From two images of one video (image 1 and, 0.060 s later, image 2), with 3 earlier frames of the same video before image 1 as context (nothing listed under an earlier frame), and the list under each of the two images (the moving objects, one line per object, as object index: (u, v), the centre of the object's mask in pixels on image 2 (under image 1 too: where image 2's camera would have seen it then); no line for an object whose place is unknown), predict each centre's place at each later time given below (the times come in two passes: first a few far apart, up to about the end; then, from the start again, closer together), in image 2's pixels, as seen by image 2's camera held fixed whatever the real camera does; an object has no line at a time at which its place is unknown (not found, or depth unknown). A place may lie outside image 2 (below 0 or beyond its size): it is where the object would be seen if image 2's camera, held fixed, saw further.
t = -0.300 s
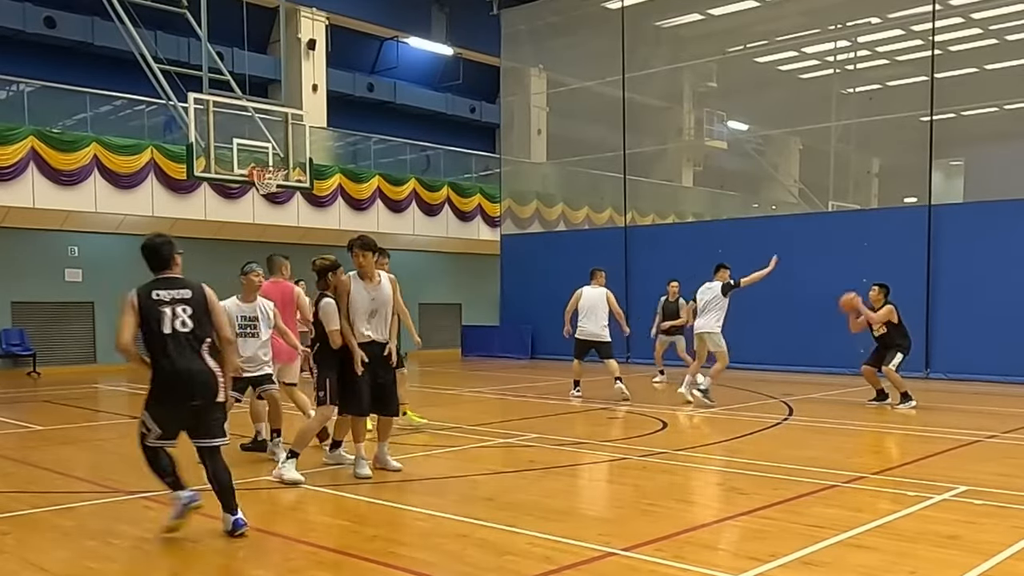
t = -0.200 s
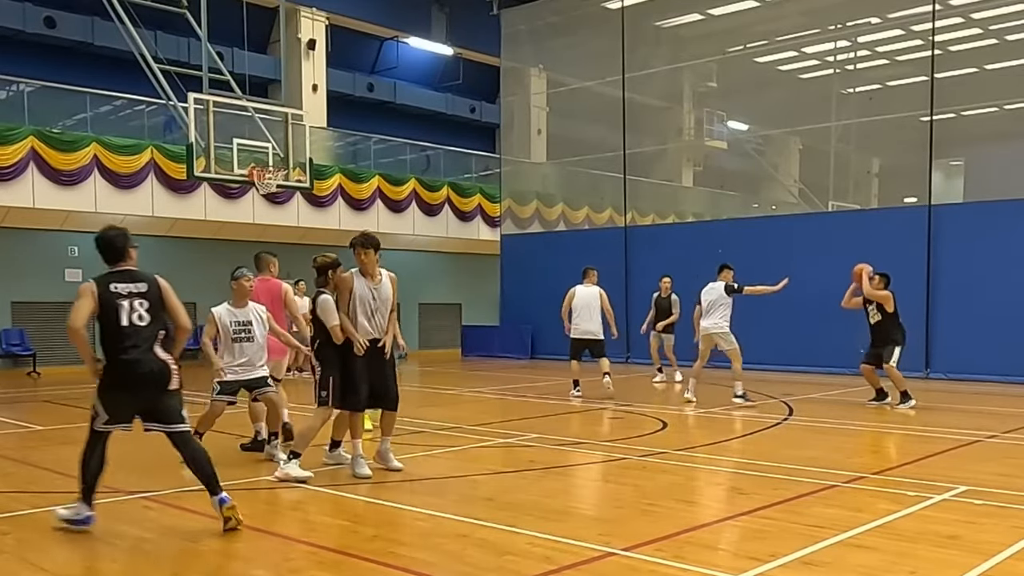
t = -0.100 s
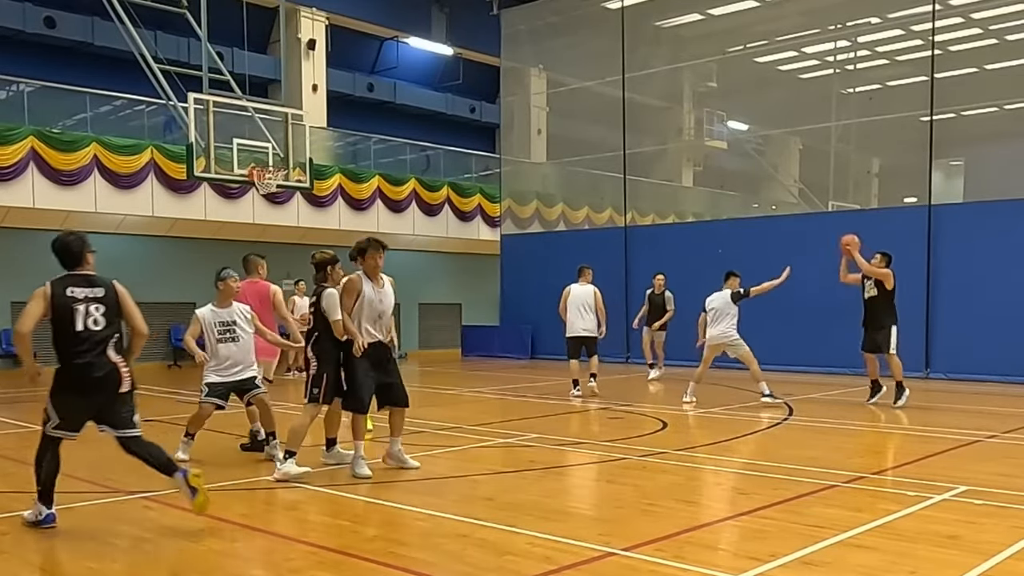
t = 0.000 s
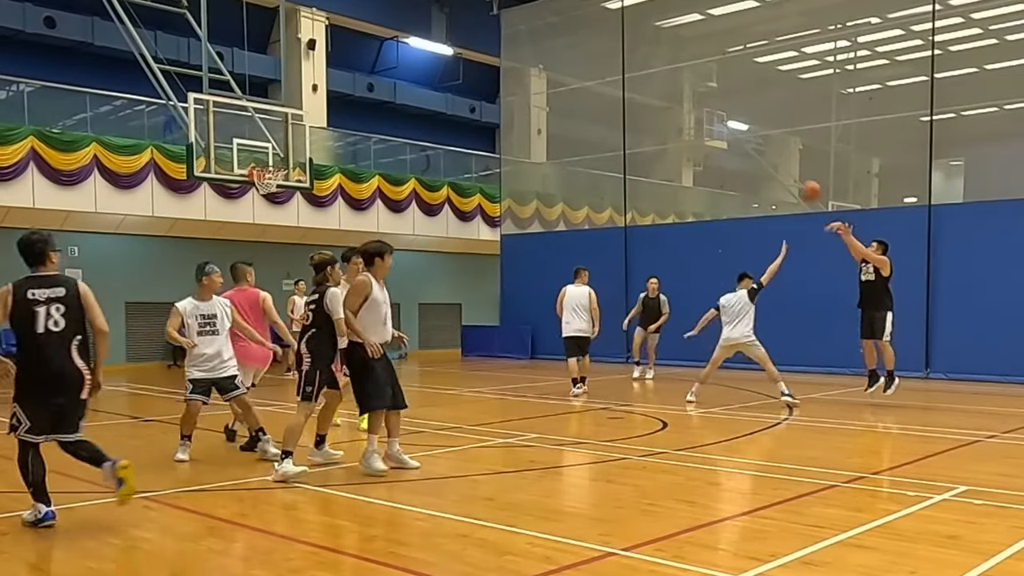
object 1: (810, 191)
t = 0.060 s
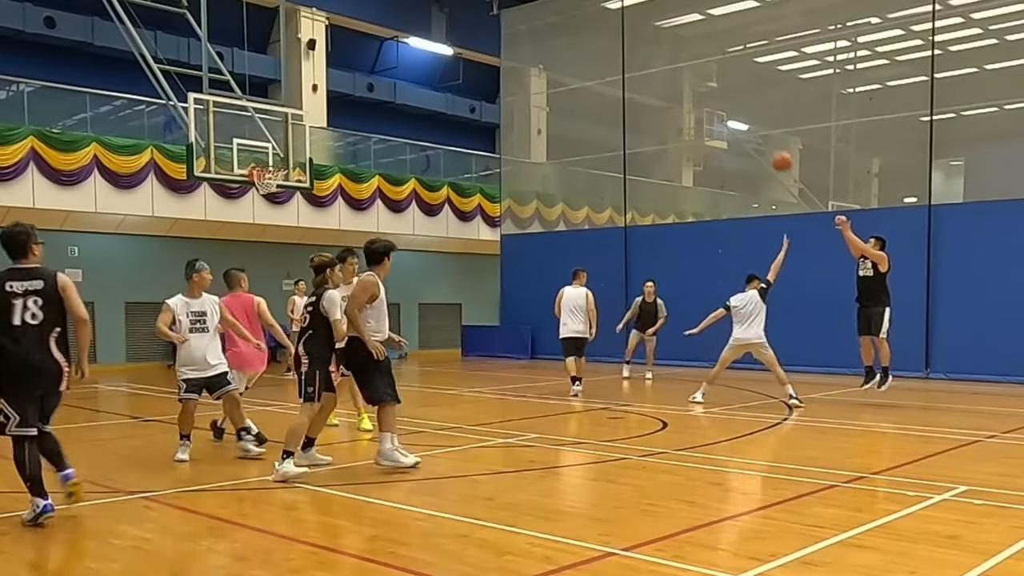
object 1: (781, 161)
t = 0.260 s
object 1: (686, 84)
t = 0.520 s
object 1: (566, 32)
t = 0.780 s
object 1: (450, 35)
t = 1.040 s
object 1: (341, 90)
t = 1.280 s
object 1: (258, 172)
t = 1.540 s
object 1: (283, 192)
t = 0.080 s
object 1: (771, 151)
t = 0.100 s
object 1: (762, 142)
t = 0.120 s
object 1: (753, 135)
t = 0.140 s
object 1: (743, 126)
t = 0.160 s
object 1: (733, 117)
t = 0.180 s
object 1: (724, 111)
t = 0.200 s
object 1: (714, 103)
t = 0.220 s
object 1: (705, 96)
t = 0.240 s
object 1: (695, 90)
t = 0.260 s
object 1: (686, 84)
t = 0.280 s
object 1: (676, 77)
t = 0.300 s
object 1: (667, 72)
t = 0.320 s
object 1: (657, 66)
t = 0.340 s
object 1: (648, 61)
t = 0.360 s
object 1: (639, 57)
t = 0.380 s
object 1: (629, 52)
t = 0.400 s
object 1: (621, 49)
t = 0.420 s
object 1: (612, 45)
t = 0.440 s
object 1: (602, 41)
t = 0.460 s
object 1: (593, 39)
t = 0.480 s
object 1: (584, 36)
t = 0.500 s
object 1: (574, 34)
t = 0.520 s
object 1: (566, 32)
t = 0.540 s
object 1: (557, 30)
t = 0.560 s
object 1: (547, 29)
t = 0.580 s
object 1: (538, 28)
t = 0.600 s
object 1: (529, 27)
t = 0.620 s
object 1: (520, 27)
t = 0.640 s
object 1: (511, 27)
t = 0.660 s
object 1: (502, 27)
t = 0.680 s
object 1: (493, 28)
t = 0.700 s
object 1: (485, 29)
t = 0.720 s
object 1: (476, 30)
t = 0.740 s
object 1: (467, 31)
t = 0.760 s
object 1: (459, 33)
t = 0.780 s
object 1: (450, 35)
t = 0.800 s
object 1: (442, 36)
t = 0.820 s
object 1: (433, 38)
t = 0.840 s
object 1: (424, 42)
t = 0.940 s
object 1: (381, 63)
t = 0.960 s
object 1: (374, 67)
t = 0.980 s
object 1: (366, 73)
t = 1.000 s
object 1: (358, 78)
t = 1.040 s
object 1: (341, 90)
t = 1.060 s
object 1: (334, 96)
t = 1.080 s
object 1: (326, 102)
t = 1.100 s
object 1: (317, 109)
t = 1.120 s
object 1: (310, 115)
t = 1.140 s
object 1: (301, 123)
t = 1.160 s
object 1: (293, 131)
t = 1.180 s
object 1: (285, 138)
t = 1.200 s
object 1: (278, 146)
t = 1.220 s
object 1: (270, 155)
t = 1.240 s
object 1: (262, 160)
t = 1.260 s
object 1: (259, 167)
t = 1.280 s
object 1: (258, 172)
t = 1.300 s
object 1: (275, 179)
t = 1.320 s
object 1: (279, 184)
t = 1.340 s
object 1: (284, 183)
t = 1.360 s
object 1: (285, 182)
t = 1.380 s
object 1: (286, 180)
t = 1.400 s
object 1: (288, 183)
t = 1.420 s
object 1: (288, 181)
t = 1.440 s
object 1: (288, 181)
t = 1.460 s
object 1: (287, 183)
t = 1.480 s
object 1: (286, 184)
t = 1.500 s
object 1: (286, 187)
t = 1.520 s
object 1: (285, 188)
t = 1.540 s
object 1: (283, 192)
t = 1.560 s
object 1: (282, 194)
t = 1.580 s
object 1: (282, 196)
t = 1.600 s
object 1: (281, 200)
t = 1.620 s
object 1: (281, 204)
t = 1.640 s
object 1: (280, 208)
